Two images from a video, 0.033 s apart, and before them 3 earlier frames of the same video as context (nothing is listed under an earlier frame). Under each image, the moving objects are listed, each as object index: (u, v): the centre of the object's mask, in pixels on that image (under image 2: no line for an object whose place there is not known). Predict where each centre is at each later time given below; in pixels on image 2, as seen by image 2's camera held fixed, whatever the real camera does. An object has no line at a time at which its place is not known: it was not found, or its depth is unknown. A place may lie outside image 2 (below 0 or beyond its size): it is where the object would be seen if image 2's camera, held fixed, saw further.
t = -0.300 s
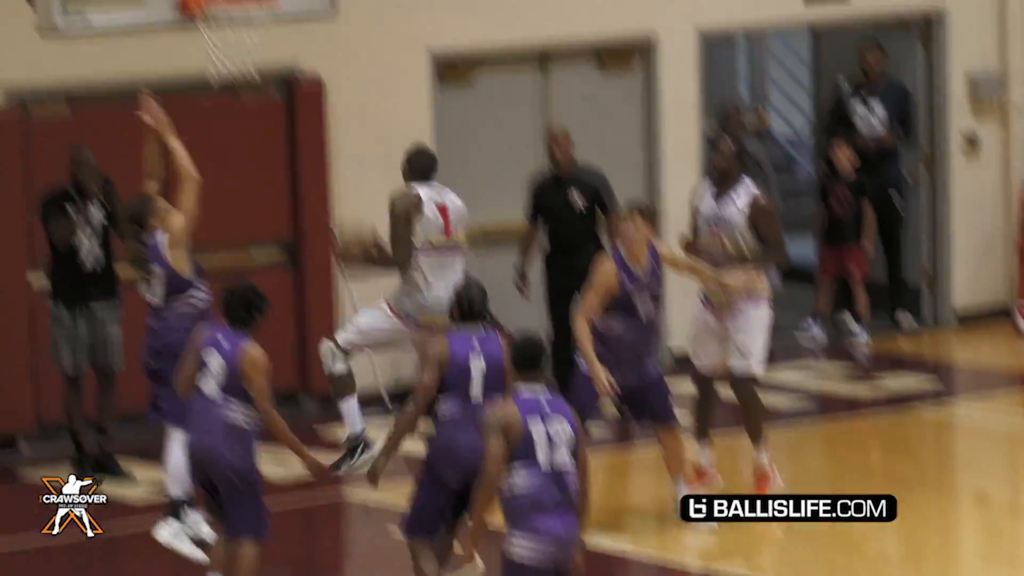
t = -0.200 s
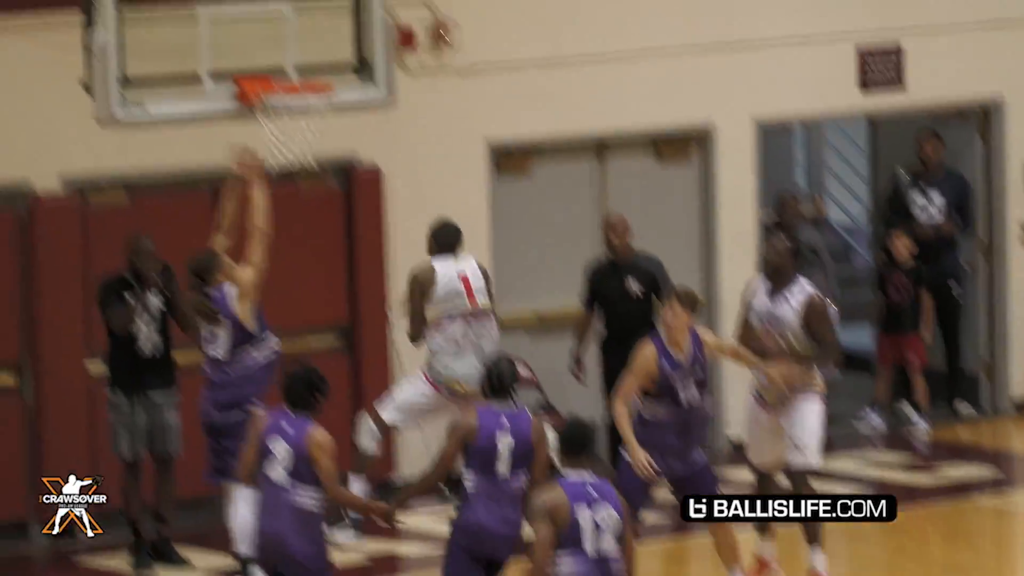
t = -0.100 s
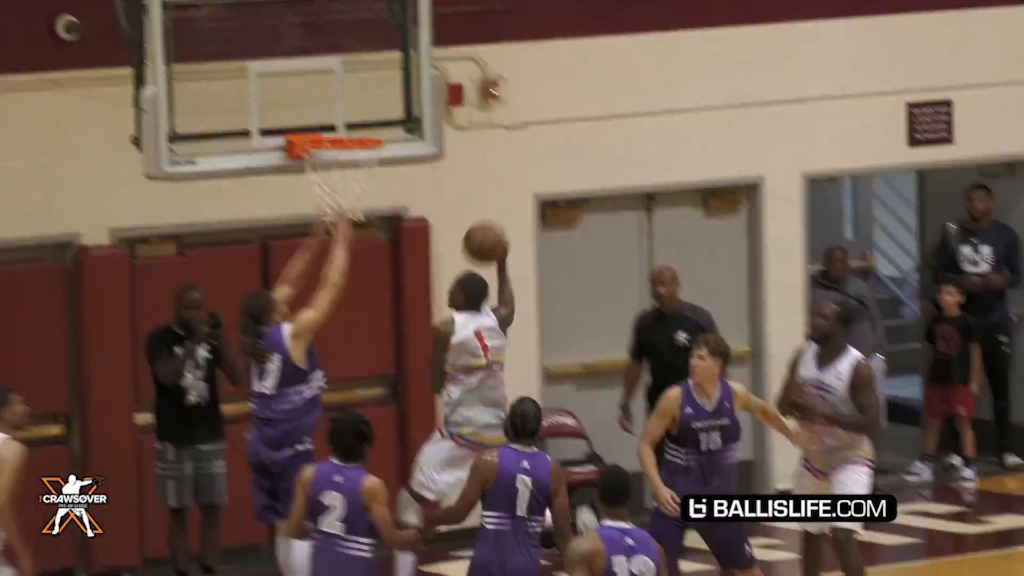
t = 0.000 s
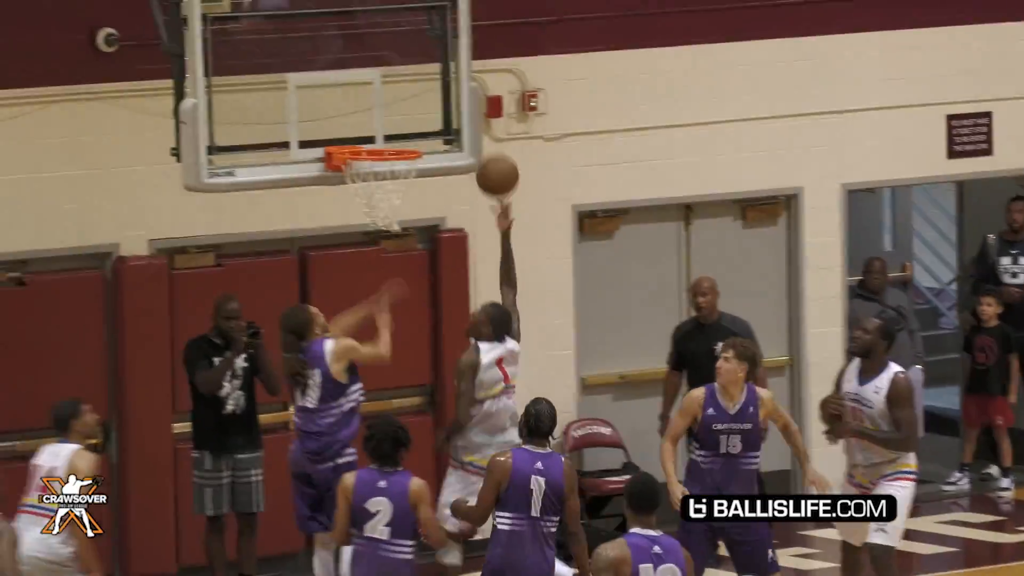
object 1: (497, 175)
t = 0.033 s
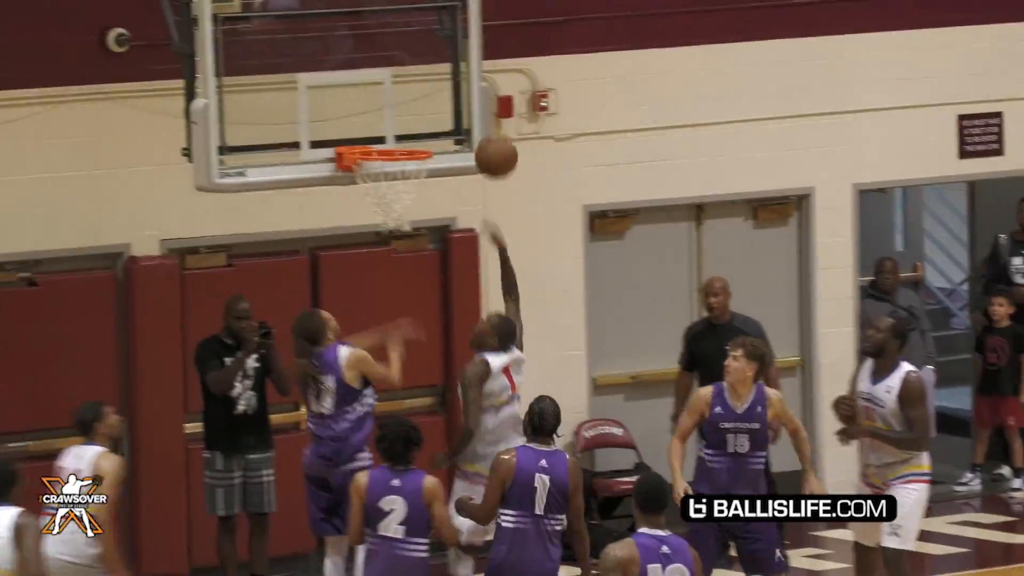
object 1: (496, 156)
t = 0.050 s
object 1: (490, 148)
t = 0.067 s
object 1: (485, 139)
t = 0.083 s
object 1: (479, 131)
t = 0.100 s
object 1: (473, 124)
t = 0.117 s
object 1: (466, 117)
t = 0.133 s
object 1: (460, 109)
